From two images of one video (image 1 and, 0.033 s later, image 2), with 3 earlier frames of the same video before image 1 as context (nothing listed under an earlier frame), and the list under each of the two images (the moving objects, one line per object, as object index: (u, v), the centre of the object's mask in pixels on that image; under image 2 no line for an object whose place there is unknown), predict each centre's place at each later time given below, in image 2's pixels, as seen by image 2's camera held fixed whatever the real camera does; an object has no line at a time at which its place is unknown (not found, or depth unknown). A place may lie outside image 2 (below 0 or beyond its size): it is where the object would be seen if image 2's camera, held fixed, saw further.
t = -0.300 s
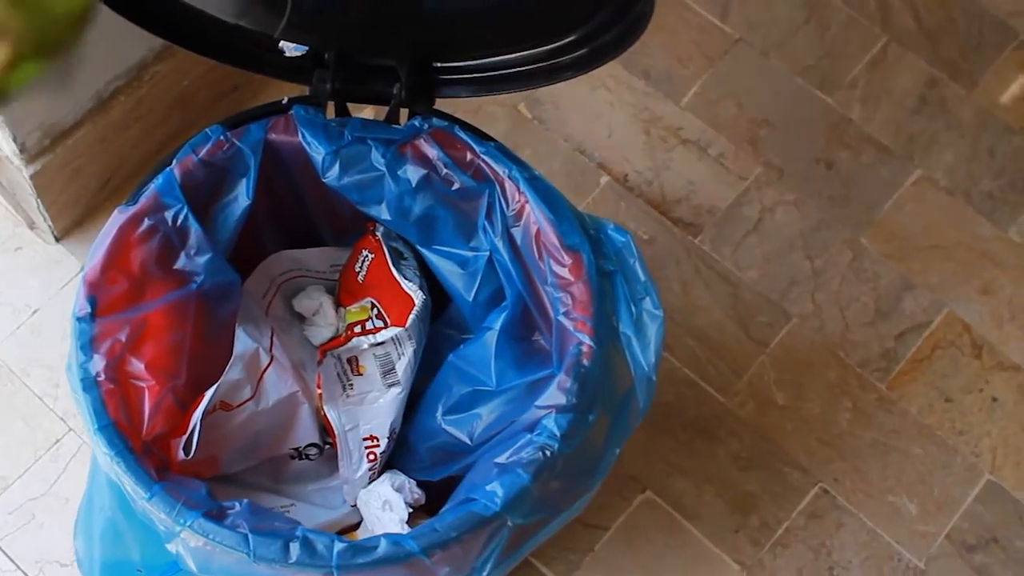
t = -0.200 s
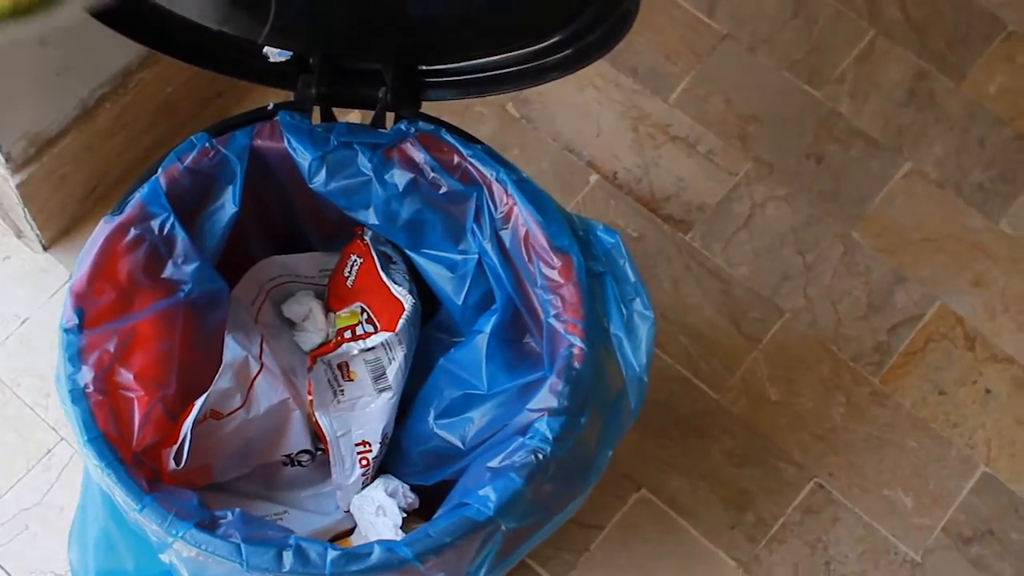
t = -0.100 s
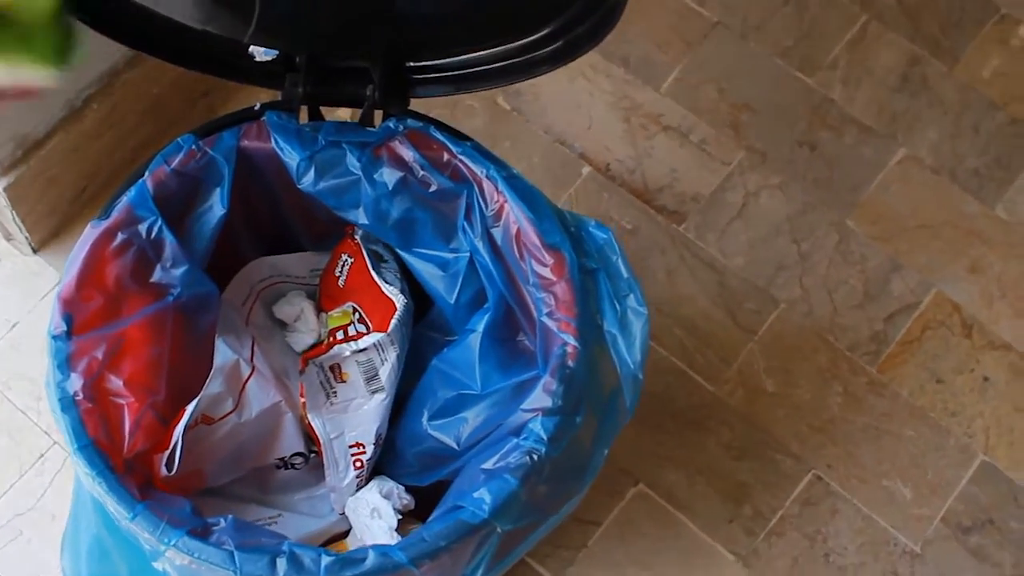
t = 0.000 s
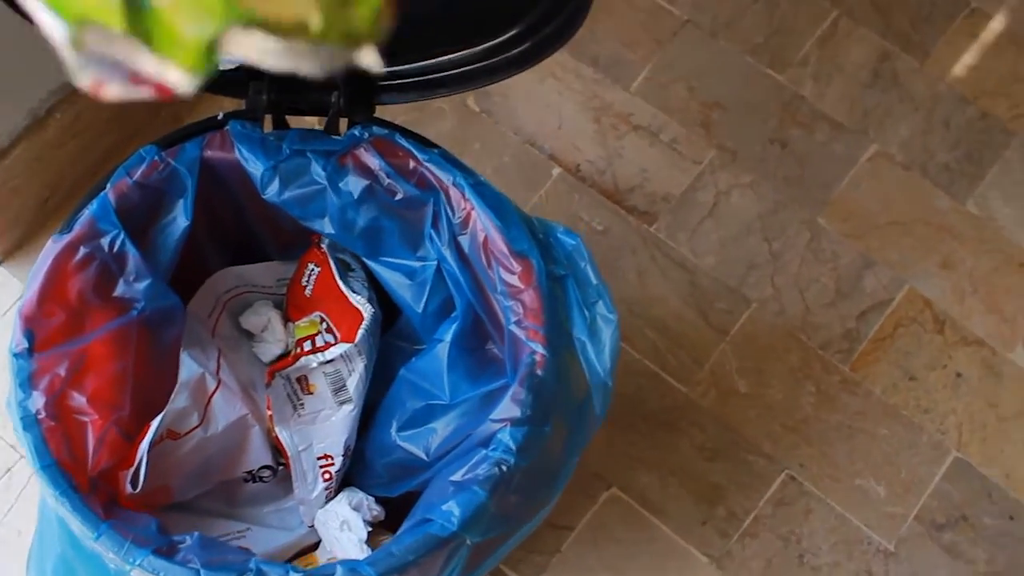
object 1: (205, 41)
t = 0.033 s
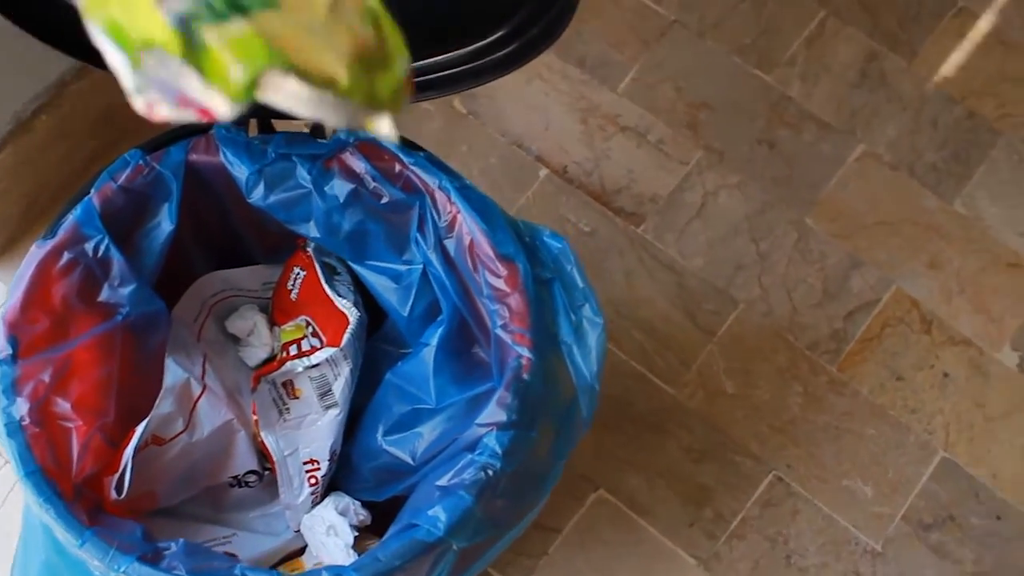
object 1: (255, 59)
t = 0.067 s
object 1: (294, 79)
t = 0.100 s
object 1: (327, 122)
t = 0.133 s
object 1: (356, 176)
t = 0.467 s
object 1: (218, 480)
